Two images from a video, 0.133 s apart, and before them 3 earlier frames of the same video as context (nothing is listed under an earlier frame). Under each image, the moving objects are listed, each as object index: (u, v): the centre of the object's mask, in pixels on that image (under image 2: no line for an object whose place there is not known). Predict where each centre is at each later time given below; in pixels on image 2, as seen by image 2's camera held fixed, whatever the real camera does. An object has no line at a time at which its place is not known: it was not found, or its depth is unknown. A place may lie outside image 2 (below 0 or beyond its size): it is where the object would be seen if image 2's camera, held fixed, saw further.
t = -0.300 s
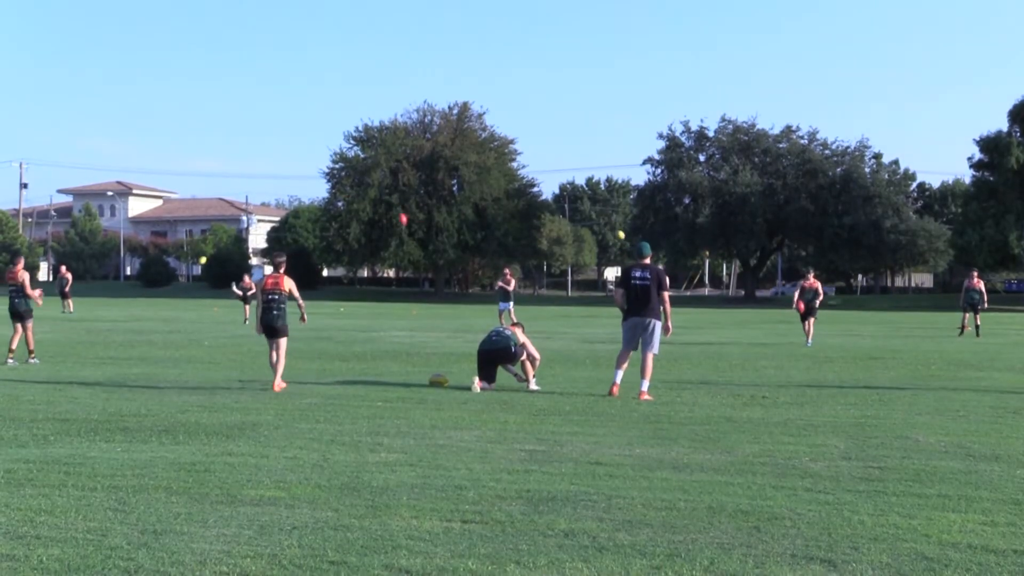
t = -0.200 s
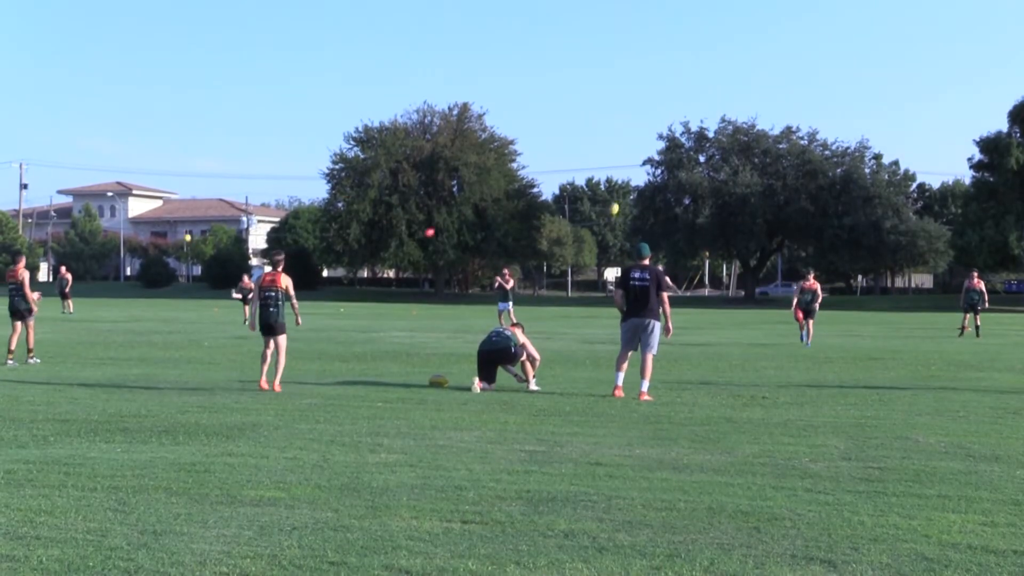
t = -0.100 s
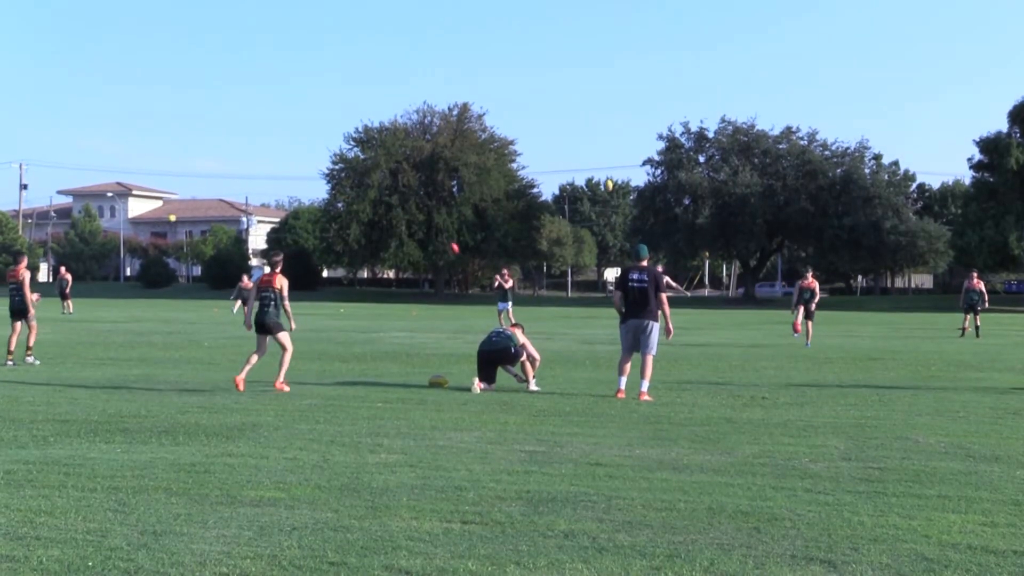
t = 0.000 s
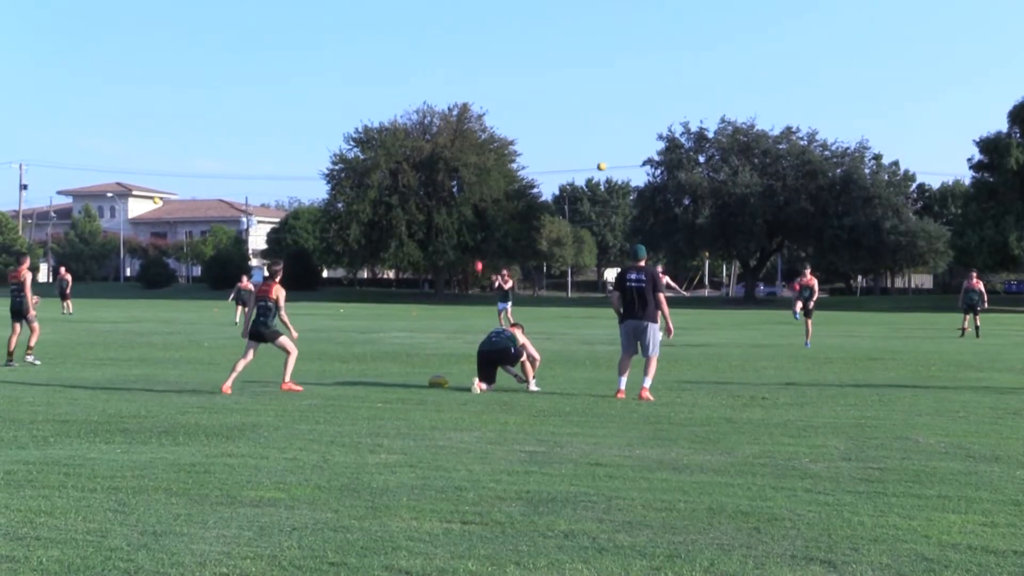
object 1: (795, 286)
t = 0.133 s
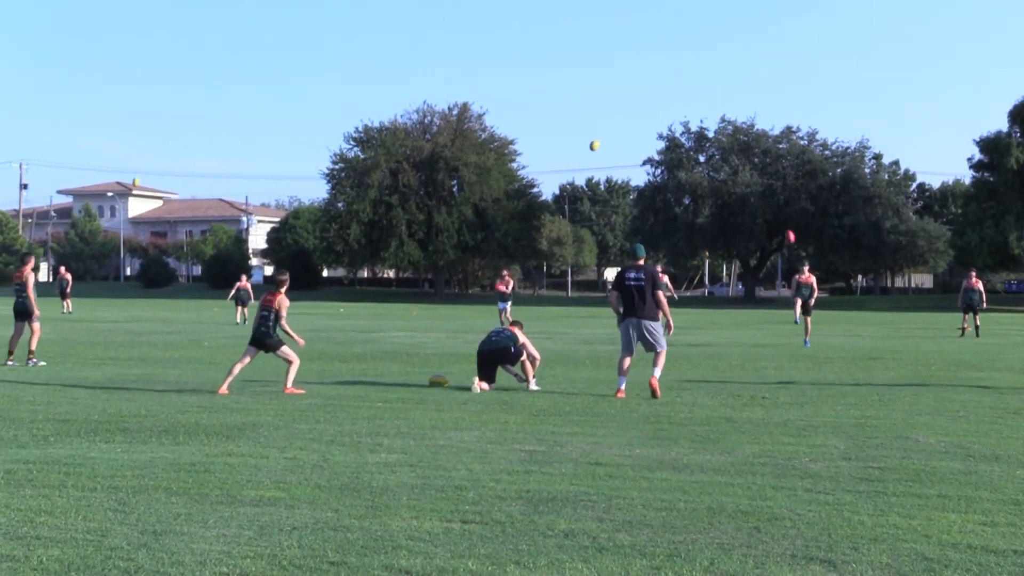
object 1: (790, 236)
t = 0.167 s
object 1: (790, 225)
